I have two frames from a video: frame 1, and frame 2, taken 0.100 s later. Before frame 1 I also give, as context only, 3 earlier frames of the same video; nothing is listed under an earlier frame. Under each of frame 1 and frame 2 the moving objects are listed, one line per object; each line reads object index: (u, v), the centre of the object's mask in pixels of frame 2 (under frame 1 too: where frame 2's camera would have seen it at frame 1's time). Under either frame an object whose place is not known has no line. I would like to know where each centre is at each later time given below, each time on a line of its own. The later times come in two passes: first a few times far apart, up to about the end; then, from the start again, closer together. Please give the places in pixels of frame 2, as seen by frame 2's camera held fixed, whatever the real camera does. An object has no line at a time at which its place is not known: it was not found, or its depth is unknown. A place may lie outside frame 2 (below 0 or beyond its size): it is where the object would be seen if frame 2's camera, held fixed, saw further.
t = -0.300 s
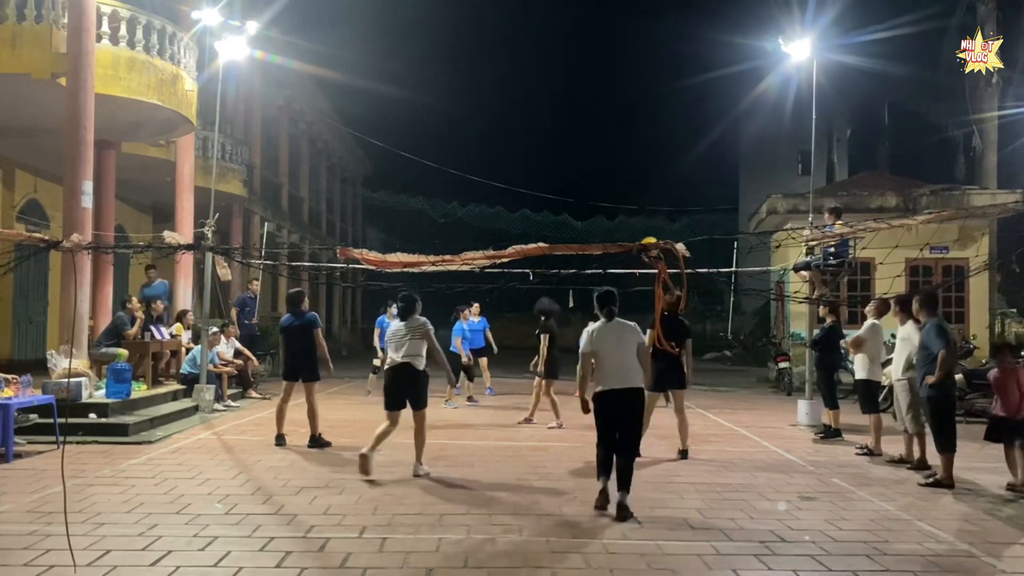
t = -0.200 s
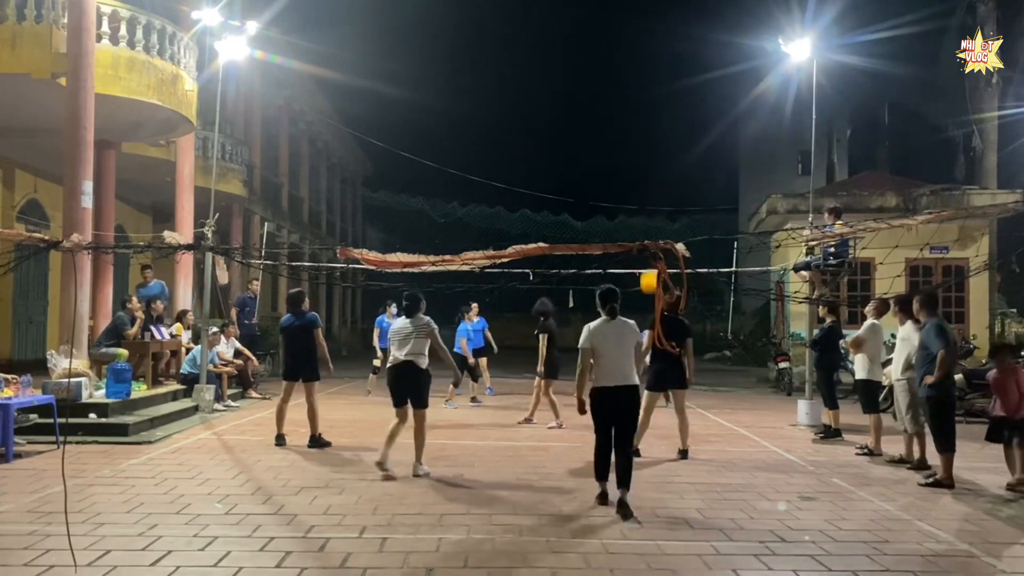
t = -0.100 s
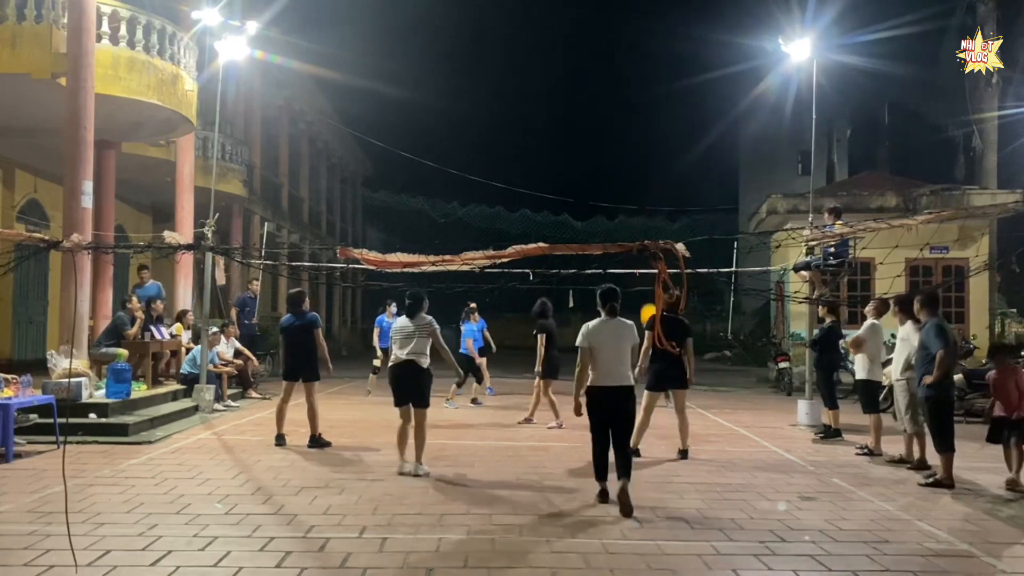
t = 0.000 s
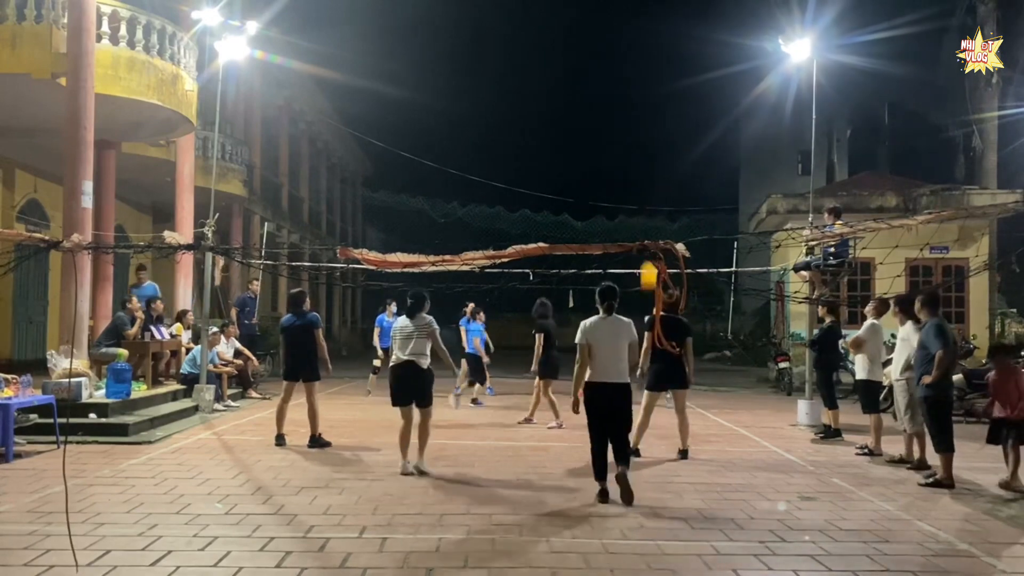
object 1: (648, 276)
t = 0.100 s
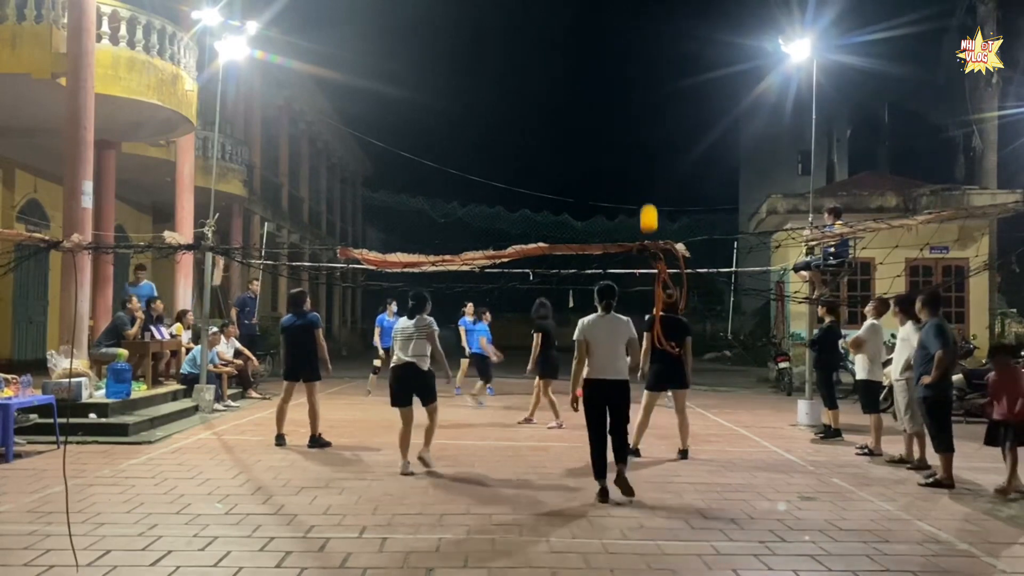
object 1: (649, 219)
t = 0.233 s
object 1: (646, 156)
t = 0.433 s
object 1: (641, 88)
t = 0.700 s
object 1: (633, 37)
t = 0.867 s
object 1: (628, 27)
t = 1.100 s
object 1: (621, 43)
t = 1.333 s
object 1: (613, 94)
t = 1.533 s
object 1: (606, 164)
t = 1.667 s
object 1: (601, 223)
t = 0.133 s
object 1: (648, 201)
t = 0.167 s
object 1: (648, 186)
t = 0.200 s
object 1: (647, 171)
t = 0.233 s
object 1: (646, 156)
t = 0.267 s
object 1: (645, 143)
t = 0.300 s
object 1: (645, 131)
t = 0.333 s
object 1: (644, 119)
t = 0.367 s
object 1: (643, 108)
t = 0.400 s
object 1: (642, 98)
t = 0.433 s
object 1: (641, 88)
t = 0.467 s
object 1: (640, 79)
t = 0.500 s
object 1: (639, 71)
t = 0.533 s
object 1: (638, 63)
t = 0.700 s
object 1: (633, 37)
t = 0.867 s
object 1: (628, 27)
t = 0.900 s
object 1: (627, 27)
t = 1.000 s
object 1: (624, 32)
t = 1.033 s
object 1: (623, 35)
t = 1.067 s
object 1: (622, 39)
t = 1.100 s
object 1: (621, 43)
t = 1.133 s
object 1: (620, 48)
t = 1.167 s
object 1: (619, 54)
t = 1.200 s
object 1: (618, 61)
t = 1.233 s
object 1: (616, 68)
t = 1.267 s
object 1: (615, 76)
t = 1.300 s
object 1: (614, 84)
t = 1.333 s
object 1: (613, 94)
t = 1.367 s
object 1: (612, 103)
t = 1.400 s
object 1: (611, 114)
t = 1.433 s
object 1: (610, 125)
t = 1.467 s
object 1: (609, 137)
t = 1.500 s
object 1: (607, 150)
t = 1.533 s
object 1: (606, 164)
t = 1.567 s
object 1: (605, 177)
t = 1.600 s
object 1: (604, 192)
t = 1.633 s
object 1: (603, 207)
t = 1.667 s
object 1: (601, 223)
